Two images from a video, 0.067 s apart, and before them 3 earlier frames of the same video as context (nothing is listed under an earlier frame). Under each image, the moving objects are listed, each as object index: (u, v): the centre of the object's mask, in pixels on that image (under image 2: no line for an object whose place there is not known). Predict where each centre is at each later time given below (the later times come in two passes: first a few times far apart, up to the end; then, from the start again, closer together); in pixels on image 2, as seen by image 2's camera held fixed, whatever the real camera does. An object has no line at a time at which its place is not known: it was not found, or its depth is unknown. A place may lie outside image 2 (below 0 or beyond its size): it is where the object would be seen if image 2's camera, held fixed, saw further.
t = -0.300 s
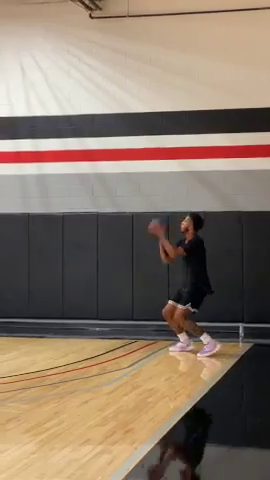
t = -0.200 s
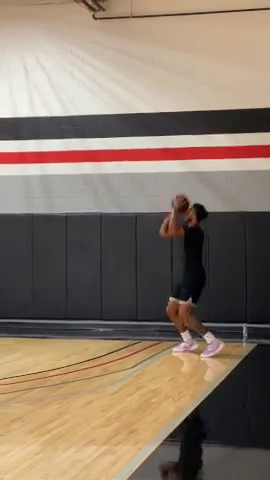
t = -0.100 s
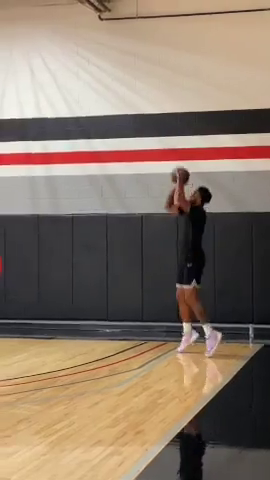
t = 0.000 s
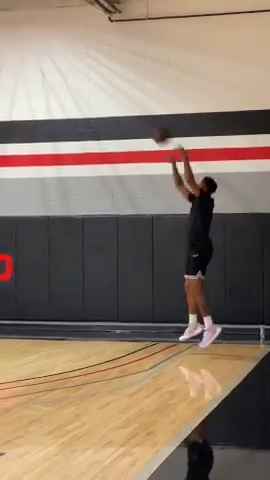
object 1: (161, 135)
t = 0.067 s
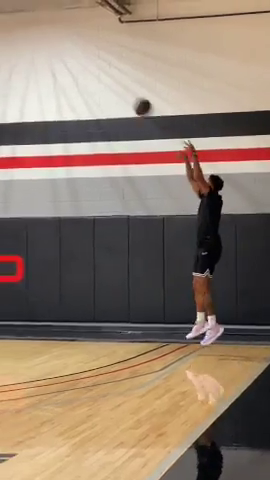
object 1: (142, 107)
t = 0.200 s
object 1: (87, 62)
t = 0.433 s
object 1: (0, 17)
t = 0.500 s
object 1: (-24, 11)
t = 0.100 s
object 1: (128, 95)
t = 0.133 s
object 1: (114, 83)
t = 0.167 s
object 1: (100, 72)
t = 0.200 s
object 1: (87, 62)
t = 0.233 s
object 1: (74, 53)
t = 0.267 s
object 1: (61, 45)
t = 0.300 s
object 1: (48, 38)
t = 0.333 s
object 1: (35, 32)
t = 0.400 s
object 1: (10, 21)
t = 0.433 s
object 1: (0, 17)
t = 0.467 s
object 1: (-13, 13)
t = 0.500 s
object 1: (-24, 11)
